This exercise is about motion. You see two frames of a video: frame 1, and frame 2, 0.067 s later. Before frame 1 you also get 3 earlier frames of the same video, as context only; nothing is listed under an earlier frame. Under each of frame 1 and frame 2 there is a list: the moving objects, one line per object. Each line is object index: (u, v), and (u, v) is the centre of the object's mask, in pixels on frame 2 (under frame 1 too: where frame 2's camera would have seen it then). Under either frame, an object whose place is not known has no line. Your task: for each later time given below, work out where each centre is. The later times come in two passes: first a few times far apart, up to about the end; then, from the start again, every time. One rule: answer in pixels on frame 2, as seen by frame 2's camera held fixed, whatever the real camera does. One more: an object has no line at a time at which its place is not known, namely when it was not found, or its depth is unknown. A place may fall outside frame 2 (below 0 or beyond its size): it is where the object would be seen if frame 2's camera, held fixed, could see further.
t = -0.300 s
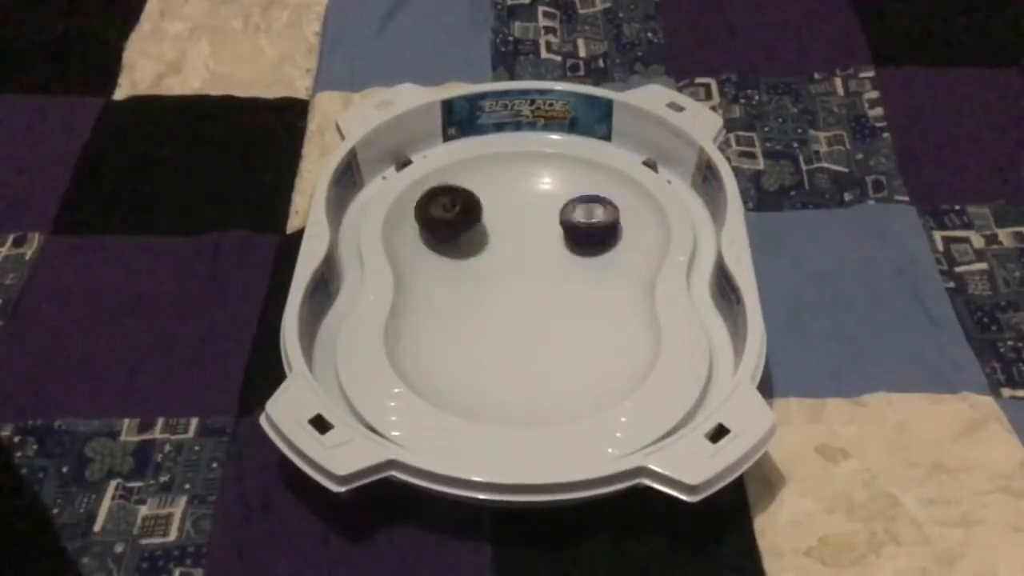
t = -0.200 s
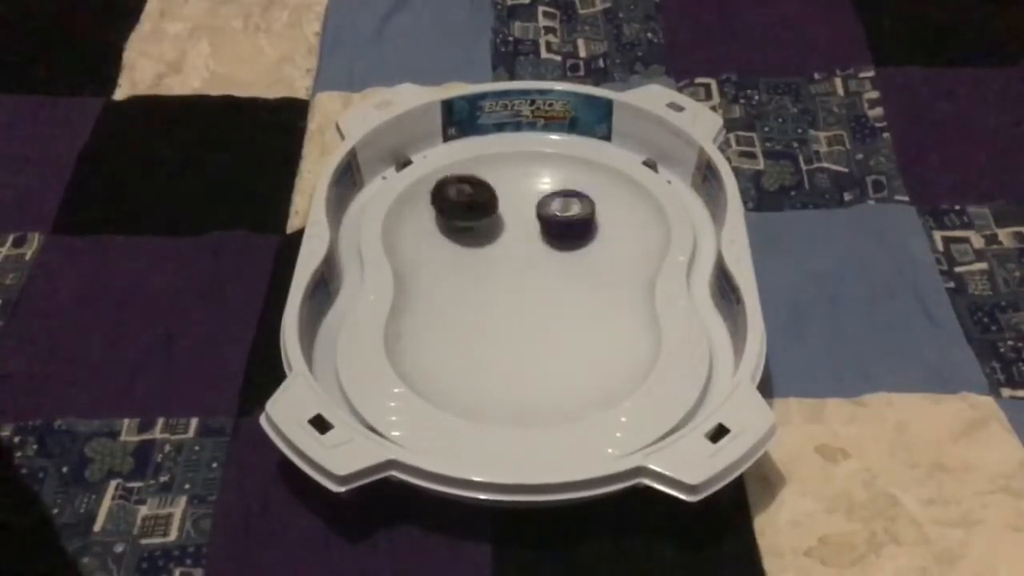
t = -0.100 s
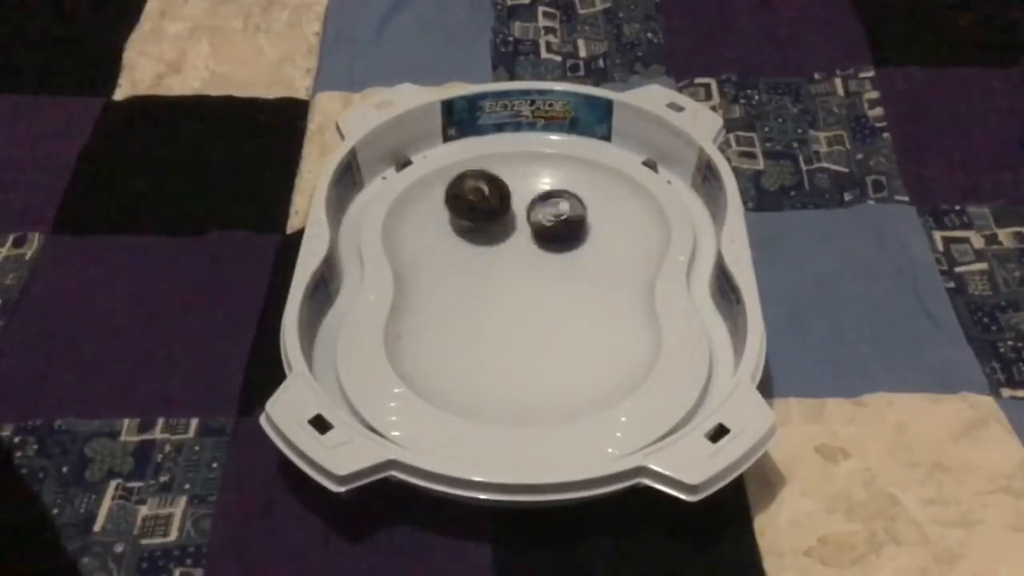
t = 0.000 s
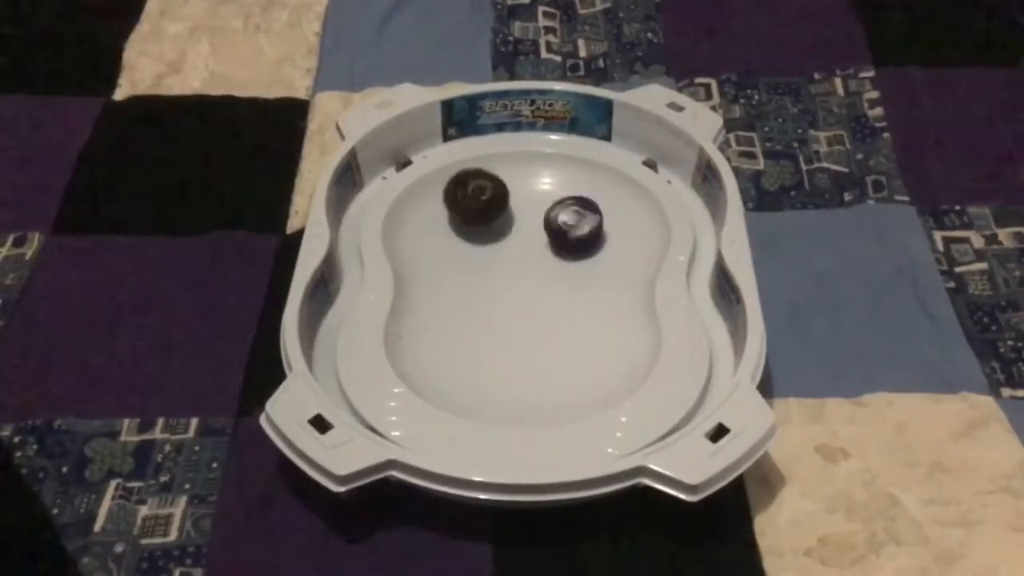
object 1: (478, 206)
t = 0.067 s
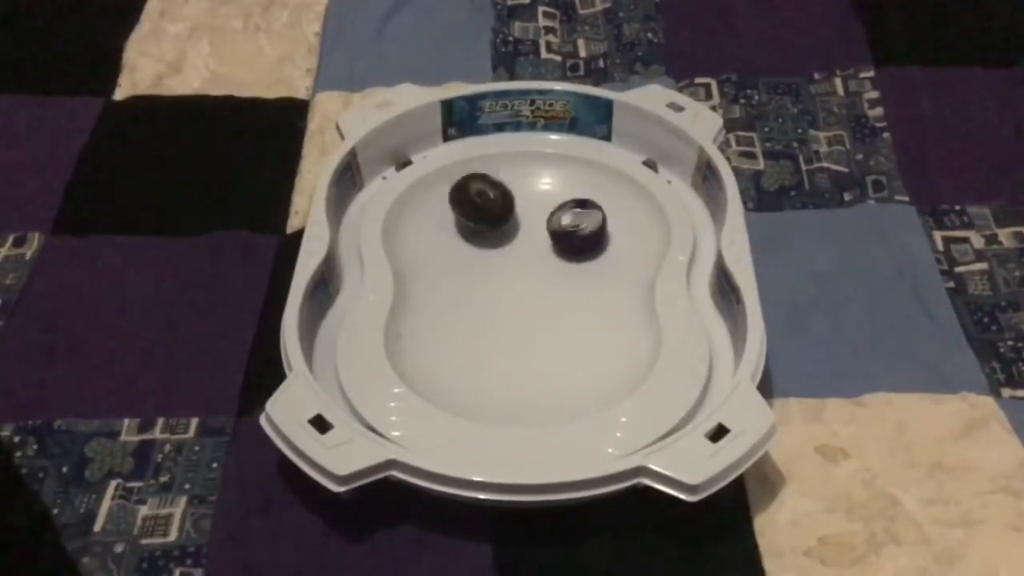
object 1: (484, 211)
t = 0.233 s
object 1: (506, 238)
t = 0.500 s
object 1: (512, 274)
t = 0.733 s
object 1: (544, 294)
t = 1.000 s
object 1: (566, 301)
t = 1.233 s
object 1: (540, 291)
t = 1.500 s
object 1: (485, 267)
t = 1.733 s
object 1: (476, 276)
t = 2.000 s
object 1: (525, 289)
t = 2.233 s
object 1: (568, 292)
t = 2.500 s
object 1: (552, 288)
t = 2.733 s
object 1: (489, 264)
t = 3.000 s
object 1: (449, 236)
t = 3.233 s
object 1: (464, 229)
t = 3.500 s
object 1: (512, 244)
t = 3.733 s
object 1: (511, 249)
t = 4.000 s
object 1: (493, 249)
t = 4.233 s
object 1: (498, 244)
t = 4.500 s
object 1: (506, 251)
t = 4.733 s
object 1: (508, 257)
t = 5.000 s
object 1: (508, 269)
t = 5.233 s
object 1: (526, 261)
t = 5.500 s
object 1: (537, 253)
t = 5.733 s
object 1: (545, 267)
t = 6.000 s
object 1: (543, 275)
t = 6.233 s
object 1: (516, 272)
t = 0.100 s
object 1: (486, 214)
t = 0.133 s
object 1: (491, 219)
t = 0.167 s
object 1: (494, 224)
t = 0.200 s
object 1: (499, 229)
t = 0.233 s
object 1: (506, 238)
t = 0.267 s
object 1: (509, 245)
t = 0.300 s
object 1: (506, 249)
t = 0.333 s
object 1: (505, 254)
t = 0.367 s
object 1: (505, 259)
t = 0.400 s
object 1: (506, 263)
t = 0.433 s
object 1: (507, 266)
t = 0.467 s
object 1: (510, 270)
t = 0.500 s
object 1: (512, 274)
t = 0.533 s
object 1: (516, 277)
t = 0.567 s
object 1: (521, 280)
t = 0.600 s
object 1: (525, 283)
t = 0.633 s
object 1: (530, 286)
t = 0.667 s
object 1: (534, 289)
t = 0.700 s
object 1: (539, 292)
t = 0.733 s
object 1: (544, 294)
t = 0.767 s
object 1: (549, 295)
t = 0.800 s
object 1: (554, 297)
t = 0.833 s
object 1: (558, 297)
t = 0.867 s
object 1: (562, 298)
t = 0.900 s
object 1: (564, 299)
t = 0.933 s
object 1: (566, 300)
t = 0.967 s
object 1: (566, 301)
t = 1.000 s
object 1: (566, 301)
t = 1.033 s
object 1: (566, 302)
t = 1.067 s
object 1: (563, 302)
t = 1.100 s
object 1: (561, 302)
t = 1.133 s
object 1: (557, 301)
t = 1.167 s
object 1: (553, 300)
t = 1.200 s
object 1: (545, 293)
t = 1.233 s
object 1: (540, 291)
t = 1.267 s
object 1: (535, 295)
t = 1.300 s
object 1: (526, 285)
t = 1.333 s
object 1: (519, 282)
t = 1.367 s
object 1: (512, 279)
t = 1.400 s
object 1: (505, 276)
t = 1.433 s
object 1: (498, 272)
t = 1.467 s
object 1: (492, 268)
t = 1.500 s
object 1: (485, 267)
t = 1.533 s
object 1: (480, 262)
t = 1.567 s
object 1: (476, 263)
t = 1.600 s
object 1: (474, 263)
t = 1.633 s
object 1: (469, 265)
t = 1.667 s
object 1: (473, 274)
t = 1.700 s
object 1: (474, 275)
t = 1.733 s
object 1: (476, 276)
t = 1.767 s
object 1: (481, 277)
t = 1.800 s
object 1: (487, 278)
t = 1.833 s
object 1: (493, 279)
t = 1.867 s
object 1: (498, 281)
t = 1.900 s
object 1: (506, 283)
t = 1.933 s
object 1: (511, 285)
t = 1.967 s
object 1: (519, 287)
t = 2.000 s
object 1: (525, 289)
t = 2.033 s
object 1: (532, 290)
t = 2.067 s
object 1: (540, 290)
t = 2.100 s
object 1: (546, 291)
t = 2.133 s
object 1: (553, 291)
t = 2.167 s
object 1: (559, 291)
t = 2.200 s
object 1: (564, 291)
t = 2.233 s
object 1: (568, 292)
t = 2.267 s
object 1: (571, 290)
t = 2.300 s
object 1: (572, 291)
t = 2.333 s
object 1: (572, 291)
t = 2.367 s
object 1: (572, 291)
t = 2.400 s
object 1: (569, 290)
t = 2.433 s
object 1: (565, 290)
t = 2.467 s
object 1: (558, 288)
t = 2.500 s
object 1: (552, 288)
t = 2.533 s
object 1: (544, 284)
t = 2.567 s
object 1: (535, 281)
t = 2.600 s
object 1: (526, 274)
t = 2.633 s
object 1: (517, 272)
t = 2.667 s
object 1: (507, 268)
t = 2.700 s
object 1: (498, 268)
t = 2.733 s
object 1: (489, 264)
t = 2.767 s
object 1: (480, 261)
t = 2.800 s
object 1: (473, 257)
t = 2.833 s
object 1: (464, 254)
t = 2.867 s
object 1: (458, 251)
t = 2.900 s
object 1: (452, 247)
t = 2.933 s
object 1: (449, 244)
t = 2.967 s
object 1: (448, 240)
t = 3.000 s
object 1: (449, 236)
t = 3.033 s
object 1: (452, 233)
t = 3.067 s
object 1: (457, 230)
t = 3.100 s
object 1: (460, 228)
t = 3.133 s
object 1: (463, 228)
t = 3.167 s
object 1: (461, 228)
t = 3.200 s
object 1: (463, 229)
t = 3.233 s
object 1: (464, 229)
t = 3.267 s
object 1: (466, 231)
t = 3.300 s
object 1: (471, 232)
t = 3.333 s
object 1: (475, 235)
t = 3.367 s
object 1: (481, 237)
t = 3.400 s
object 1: (487, 239)
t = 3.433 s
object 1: (495, 241)
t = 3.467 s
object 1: (503, 242)
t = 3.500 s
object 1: (512, 244)
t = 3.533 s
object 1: (517, 245)
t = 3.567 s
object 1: (521, 246)
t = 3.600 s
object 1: (520, 247)
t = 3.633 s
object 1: (518, 248)
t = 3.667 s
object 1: (515, 249)
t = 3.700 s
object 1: (512, 249)
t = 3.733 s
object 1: (511, 249)
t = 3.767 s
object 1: (509, 249)
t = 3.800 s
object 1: (507, 249)
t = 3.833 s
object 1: (505, 249)
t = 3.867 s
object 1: (503, 249)
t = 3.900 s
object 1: (500, 249)
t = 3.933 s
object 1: (496, 249)
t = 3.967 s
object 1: (494, 250)
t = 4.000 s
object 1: (493, 249)
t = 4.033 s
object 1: (490, 249)
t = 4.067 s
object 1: (490, 249)
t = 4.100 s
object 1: (491, 247)
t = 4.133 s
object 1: (492, 246)
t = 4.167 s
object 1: (494, 245)
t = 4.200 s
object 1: (495, 244)
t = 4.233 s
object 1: (498, 244)
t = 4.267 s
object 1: (501, 243)
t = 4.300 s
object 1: (504, 243)
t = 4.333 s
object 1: (504, 244)
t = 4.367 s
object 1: (503, 246)
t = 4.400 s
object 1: (504, 248)
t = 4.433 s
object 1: (505, 249)
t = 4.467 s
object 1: (504, 250)
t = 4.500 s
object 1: (506, 251)
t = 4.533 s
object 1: (509, 252)
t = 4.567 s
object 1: (511, 251)
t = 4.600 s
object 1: (511, 252)
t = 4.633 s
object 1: (510, 254)
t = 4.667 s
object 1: (510, 254)
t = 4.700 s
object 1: (509, 255)
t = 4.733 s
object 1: (508, 257)
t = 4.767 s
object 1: (507, 257)
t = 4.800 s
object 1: (506, 259)
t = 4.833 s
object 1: (505, 262)
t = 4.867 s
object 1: (505, 264)
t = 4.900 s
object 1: (504, 265)
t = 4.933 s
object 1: (504, 267)
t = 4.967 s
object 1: (505, 269)
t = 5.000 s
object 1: (508, 269)
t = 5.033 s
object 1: (513, 270)
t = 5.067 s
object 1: (514, 271)
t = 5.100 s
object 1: (516, 272)
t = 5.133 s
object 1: (519, 273)
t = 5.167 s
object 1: (524, 272)
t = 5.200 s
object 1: (528, 273)
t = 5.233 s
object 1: (526, 261)
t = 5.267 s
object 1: (525, 264)
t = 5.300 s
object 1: (530, 260)
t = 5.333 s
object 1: (538, 270)
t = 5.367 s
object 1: (537, 262)
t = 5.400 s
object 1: (536, 258)
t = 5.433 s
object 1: (535, 257)
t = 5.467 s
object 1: (534, 255)
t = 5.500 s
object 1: (537, 253)
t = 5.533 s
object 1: (539, 251)
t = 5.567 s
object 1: (541, 254)
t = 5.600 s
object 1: (547, 265)
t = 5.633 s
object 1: (546, 268)
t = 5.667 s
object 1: (547, 272)
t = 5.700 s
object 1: (544, 264)
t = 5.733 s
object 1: (545, 267)
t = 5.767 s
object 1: (547, 272)
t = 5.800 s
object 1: (548, 269)
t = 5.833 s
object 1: (550, 274)
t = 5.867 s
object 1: (551, 269)
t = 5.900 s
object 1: (550, 272)
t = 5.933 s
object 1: (547, 273)
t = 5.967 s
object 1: (544, 276)
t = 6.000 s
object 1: (543, 275)
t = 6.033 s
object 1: (540, 278)
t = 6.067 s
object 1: (537, 268)
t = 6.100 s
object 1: (533, 266)
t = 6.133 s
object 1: (528, 265)
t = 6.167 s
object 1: (523, 265)
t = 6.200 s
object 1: (519, 274)
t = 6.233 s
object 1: (516, 272)
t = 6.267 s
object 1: (514, 274)
